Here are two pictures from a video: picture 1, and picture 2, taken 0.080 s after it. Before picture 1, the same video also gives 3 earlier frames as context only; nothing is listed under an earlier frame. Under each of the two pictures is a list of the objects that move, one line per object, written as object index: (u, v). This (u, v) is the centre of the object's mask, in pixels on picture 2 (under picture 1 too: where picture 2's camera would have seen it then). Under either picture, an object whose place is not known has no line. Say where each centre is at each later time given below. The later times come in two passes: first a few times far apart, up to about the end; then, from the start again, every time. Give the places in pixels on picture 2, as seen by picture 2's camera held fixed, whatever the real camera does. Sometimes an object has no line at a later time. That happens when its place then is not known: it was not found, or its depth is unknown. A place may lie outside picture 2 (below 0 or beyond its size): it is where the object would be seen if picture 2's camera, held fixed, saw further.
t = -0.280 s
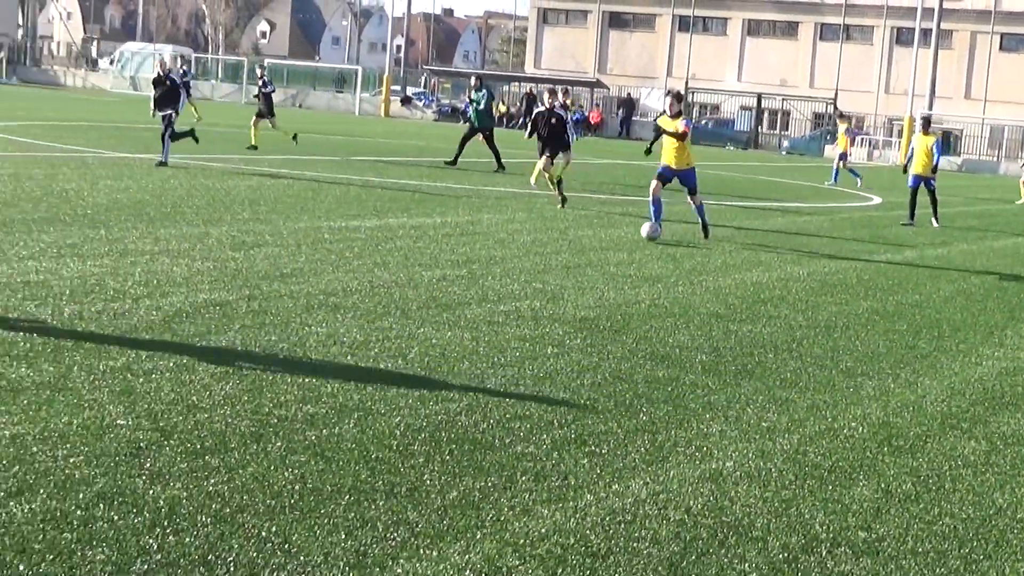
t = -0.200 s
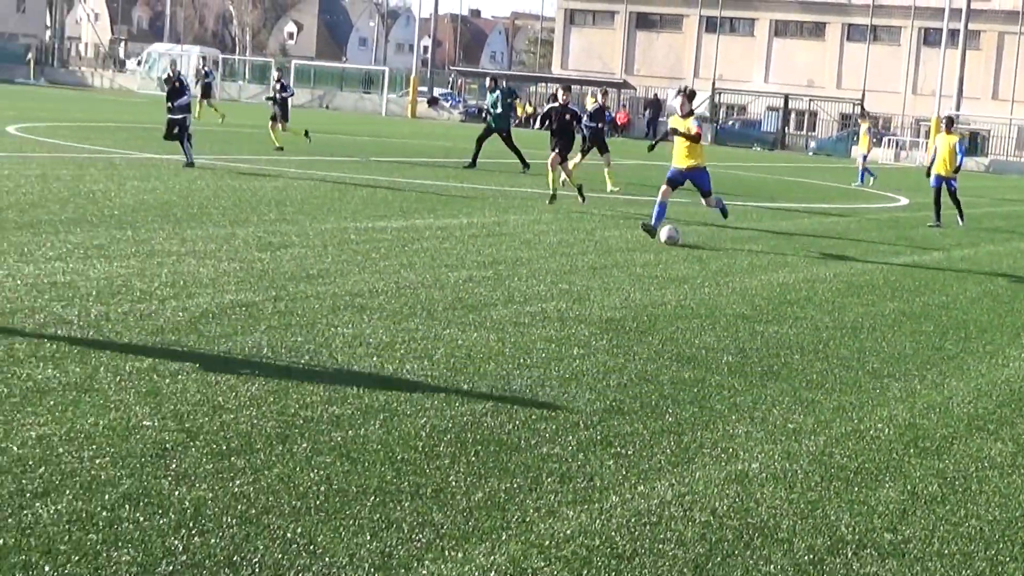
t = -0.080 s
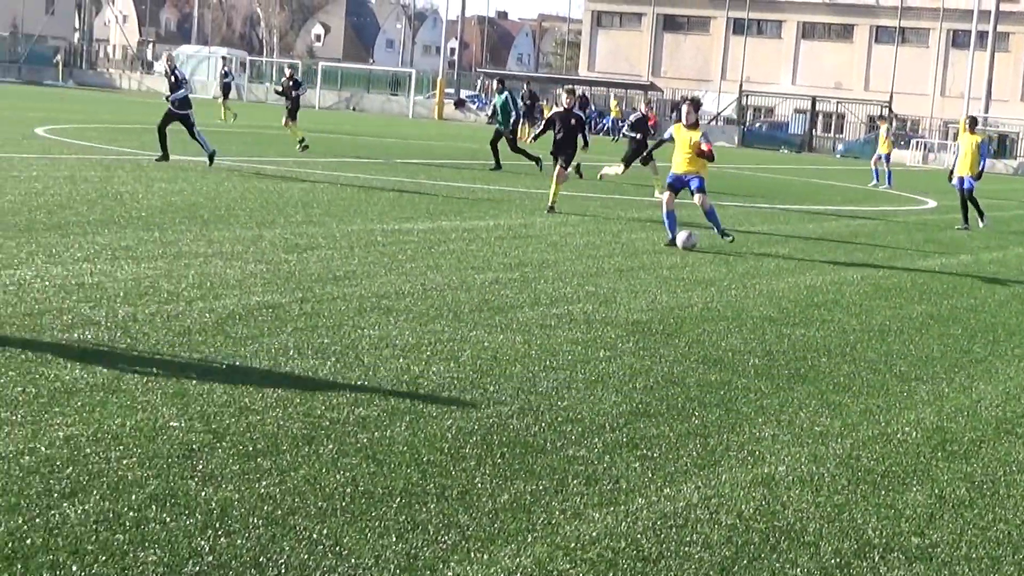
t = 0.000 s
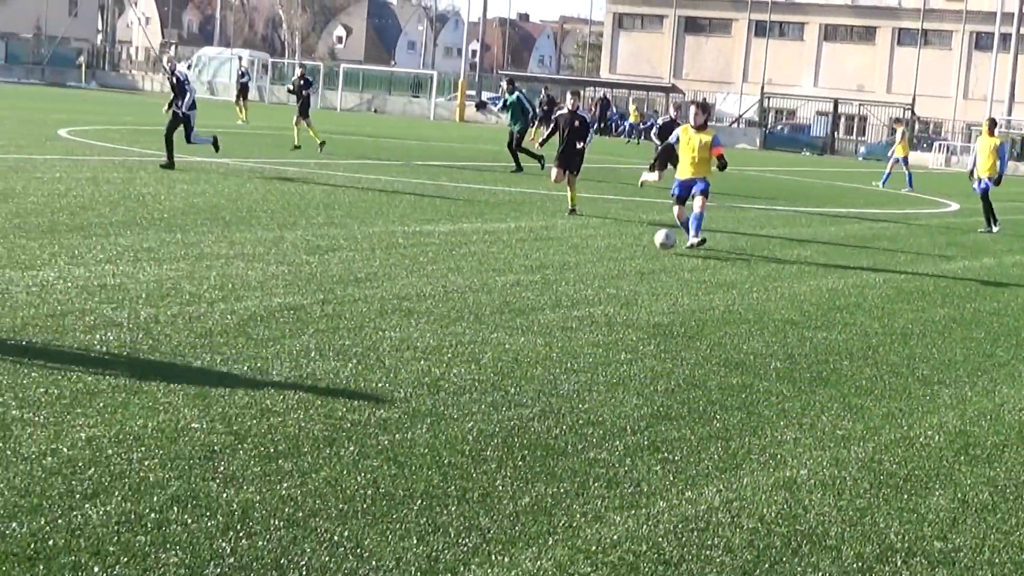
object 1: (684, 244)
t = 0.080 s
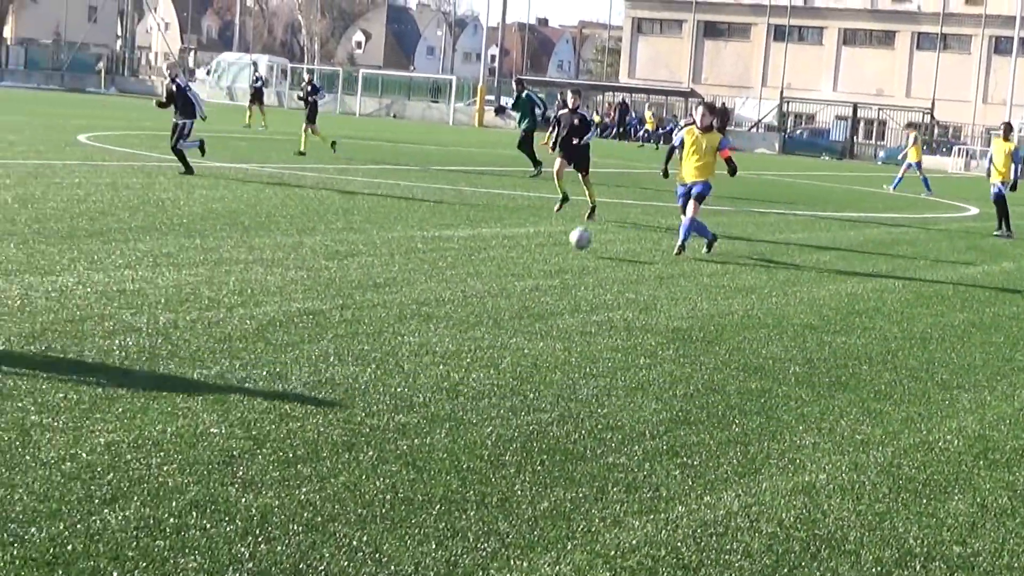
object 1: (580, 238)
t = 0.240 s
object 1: (353, 236)
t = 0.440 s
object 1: (60, 225)
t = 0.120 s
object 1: (526, 238)
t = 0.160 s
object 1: (468, 239)
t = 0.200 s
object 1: (409, 240)
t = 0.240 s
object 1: (353, 236)
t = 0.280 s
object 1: (296, 232)
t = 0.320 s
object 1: (239, 232)
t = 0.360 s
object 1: (178, 232)
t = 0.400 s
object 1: (119, 229)
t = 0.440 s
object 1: (60, 225)
